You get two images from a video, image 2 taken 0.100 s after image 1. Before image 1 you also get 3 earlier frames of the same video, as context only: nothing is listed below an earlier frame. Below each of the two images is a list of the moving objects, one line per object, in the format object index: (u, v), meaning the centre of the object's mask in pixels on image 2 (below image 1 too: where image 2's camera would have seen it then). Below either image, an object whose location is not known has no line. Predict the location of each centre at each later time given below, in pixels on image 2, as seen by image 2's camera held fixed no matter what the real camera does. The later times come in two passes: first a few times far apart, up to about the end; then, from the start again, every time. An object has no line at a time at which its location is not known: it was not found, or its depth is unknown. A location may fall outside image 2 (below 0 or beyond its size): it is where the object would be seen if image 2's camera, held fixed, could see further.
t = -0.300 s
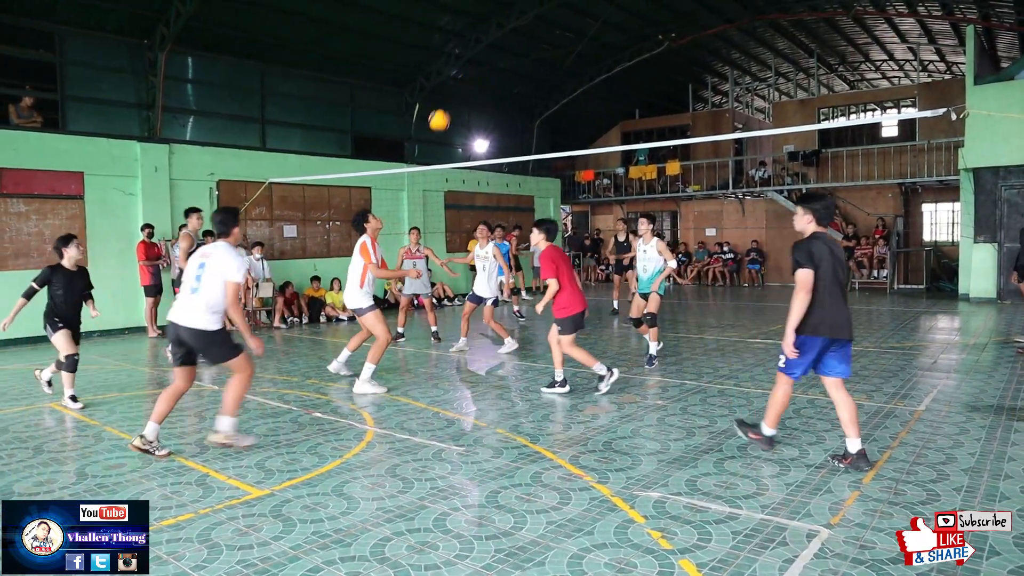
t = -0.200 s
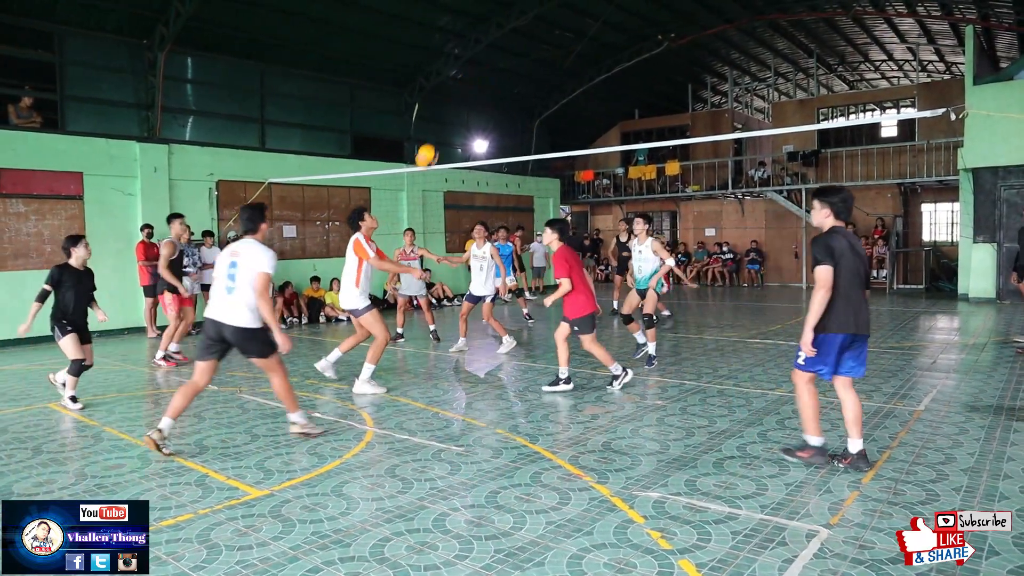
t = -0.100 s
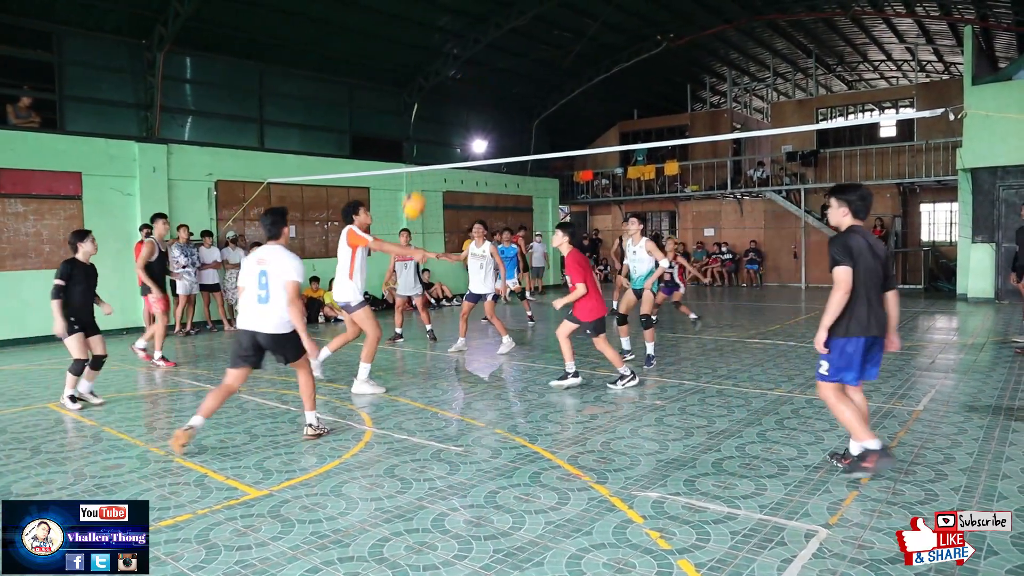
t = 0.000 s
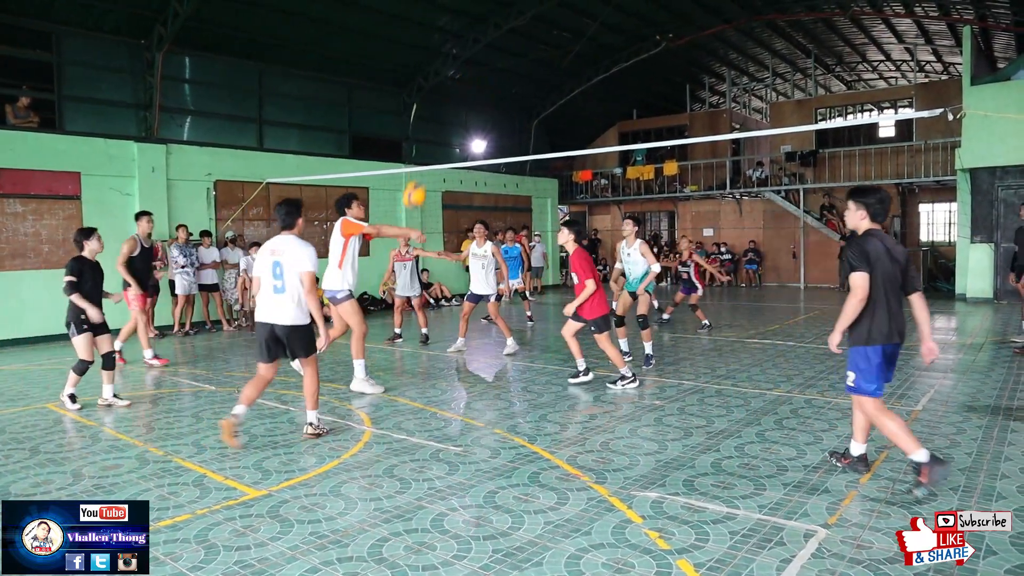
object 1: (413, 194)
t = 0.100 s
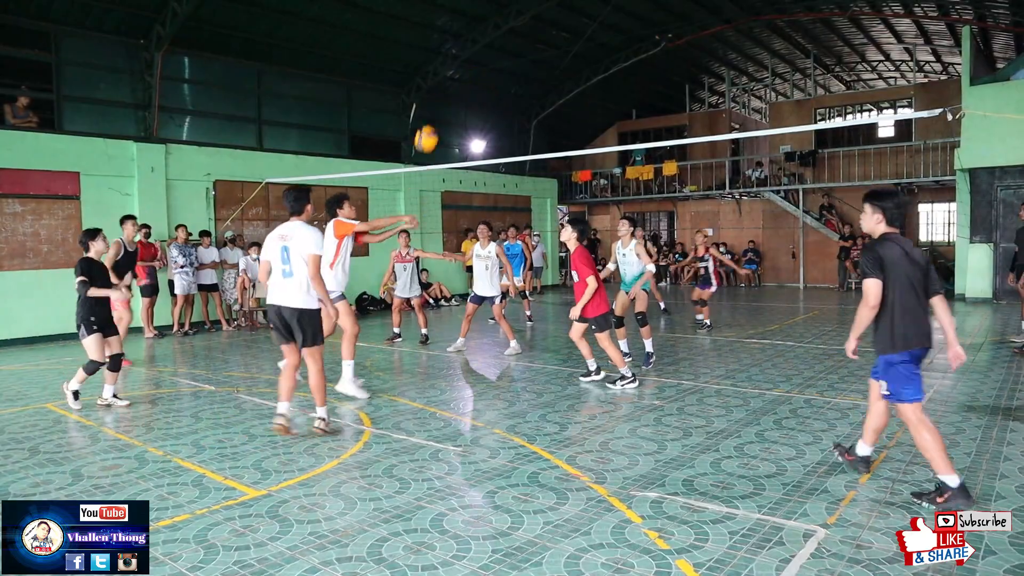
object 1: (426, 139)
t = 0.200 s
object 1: (439, 94)
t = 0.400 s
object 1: (465, 37)
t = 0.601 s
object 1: (491, 20)
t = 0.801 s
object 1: (517, 44)
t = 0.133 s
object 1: (430, 123)
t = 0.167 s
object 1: (435, 108)
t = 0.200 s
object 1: (439, 94)
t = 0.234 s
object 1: (443, 82)
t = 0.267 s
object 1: (448, 71)
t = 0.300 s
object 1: (452, 60)
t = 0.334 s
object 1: (456, 51)
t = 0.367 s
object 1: (461, 43)
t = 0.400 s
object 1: (465, 37)
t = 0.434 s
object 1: (470, 31)
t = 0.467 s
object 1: (474, 27)
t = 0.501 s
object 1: (478, 24)
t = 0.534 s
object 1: (483, 21)
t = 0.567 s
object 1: (487, 20)
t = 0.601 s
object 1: (491, 20)
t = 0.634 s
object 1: (496, 22)
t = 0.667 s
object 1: (500, 24)
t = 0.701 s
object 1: (504, 27)
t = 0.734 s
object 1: (509, 32)
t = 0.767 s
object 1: (513, 37)
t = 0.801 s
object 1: (517, 44)
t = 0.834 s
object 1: (521, 51)
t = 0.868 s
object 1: (526, 60)
